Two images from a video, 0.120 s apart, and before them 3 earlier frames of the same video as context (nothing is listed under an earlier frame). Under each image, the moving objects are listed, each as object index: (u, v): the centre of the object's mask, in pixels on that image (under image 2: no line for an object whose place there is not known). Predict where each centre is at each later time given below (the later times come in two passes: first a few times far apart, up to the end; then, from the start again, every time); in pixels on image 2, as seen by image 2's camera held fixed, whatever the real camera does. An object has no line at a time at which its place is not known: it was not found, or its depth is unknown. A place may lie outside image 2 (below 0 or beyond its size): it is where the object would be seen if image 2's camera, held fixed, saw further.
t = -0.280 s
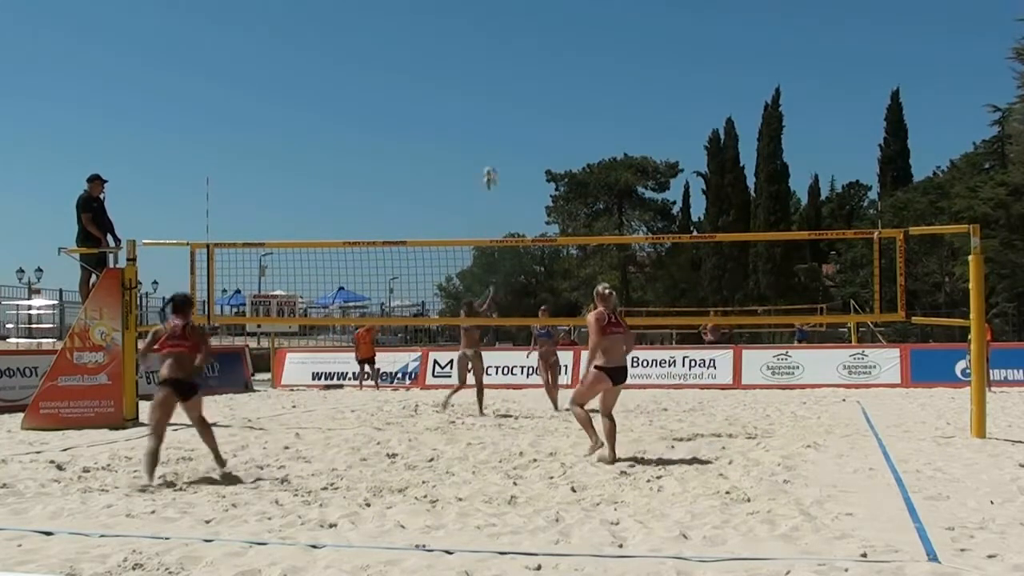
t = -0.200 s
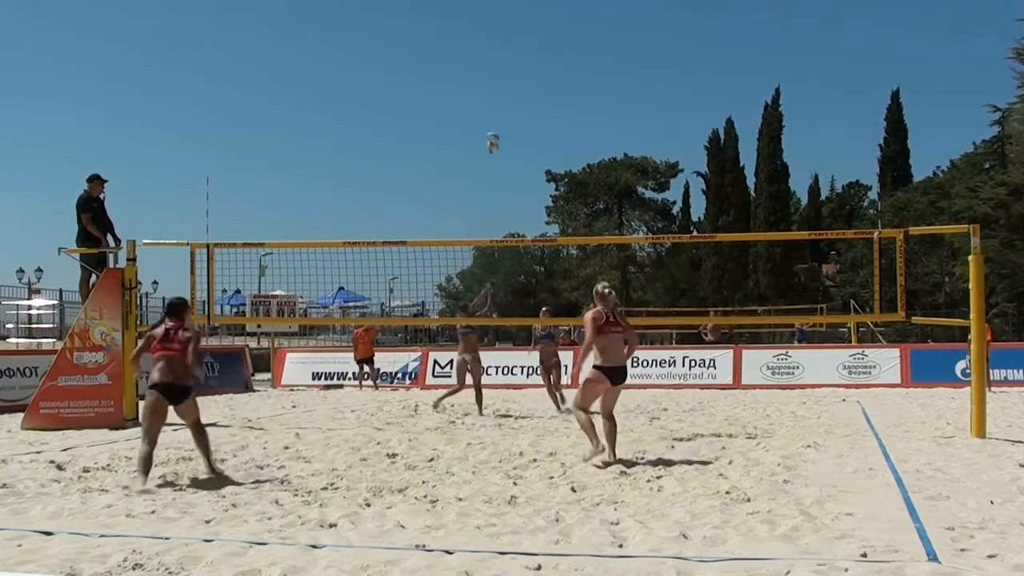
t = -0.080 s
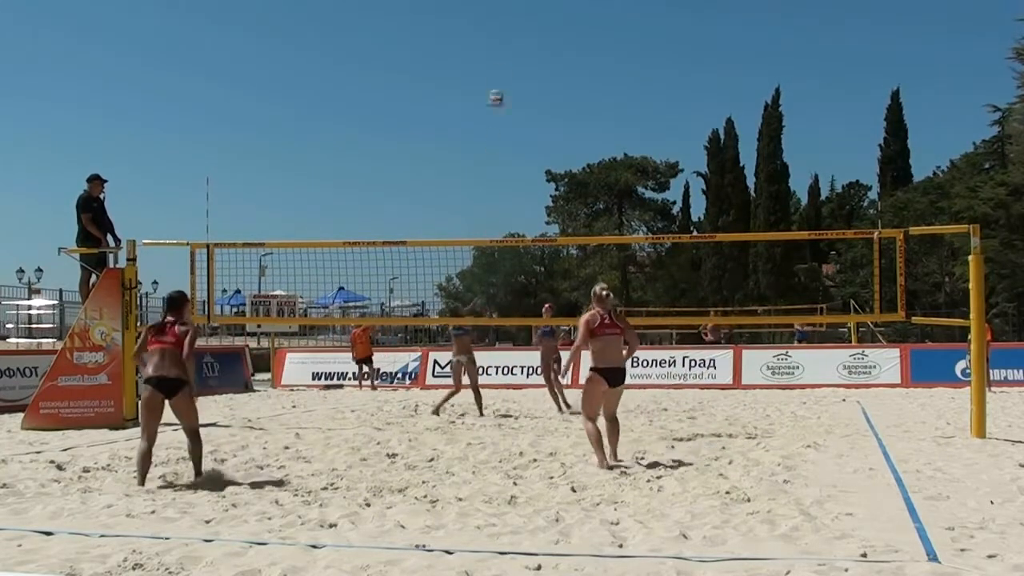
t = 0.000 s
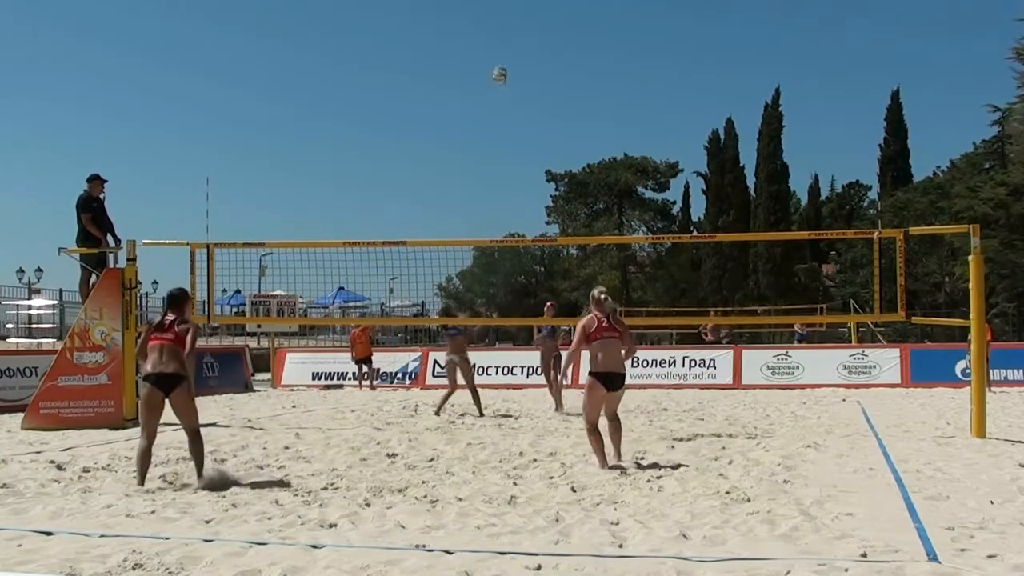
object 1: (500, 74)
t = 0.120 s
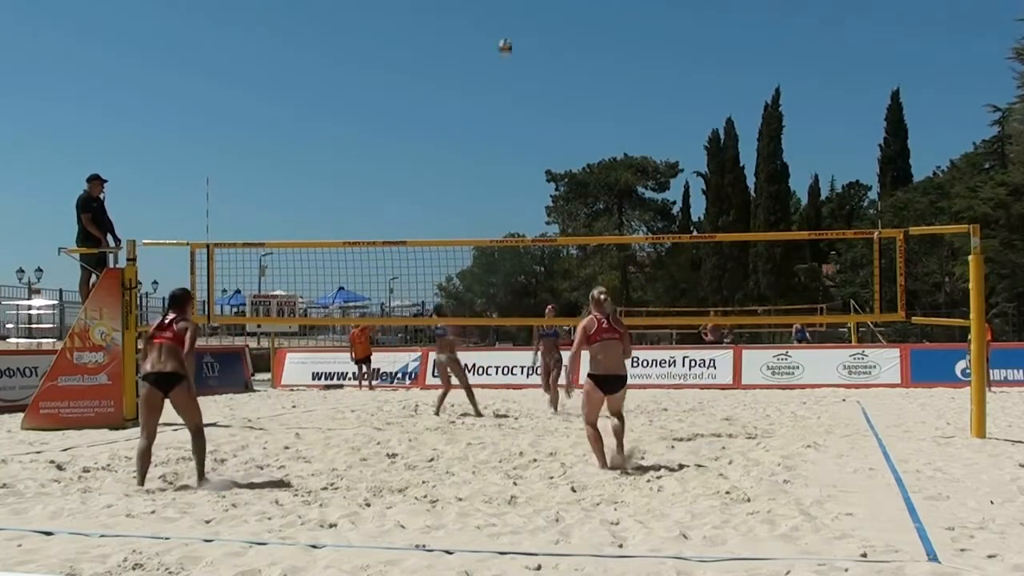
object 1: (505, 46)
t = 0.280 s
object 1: (512, 25)
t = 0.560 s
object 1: (528, 26)
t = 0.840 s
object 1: (545, 83)
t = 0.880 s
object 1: (548, 95)
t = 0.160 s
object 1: (506, 40)
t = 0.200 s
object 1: (509, 34)
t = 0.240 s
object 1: (510, 30)
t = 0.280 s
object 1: (512, 25)
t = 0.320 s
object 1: (514, 22)
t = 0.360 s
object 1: (518, 20)
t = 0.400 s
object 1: (519, 19)
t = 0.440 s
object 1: (521, 20)
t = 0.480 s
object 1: (523, 20)
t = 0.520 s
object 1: (526, 23)
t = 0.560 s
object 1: (528, 26)
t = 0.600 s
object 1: (530, 30)
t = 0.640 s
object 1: (533, 36)
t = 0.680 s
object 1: (535, 43)
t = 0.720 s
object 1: (537, 51)
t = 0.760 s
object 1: (540, 61)
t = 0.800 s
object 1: (542, 71)
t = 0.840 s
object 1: (545, 83)
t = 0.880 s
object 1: (548, 95)
